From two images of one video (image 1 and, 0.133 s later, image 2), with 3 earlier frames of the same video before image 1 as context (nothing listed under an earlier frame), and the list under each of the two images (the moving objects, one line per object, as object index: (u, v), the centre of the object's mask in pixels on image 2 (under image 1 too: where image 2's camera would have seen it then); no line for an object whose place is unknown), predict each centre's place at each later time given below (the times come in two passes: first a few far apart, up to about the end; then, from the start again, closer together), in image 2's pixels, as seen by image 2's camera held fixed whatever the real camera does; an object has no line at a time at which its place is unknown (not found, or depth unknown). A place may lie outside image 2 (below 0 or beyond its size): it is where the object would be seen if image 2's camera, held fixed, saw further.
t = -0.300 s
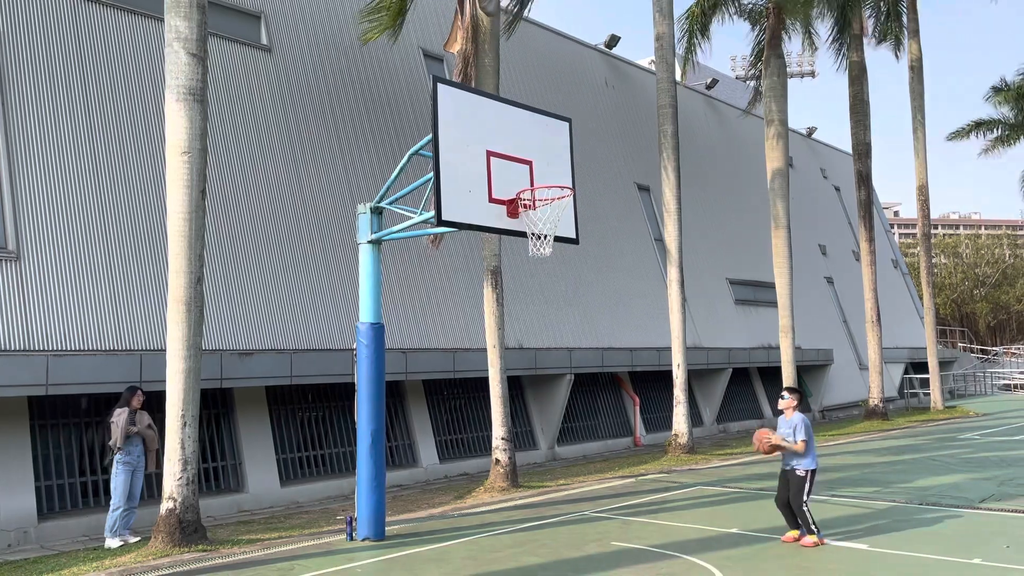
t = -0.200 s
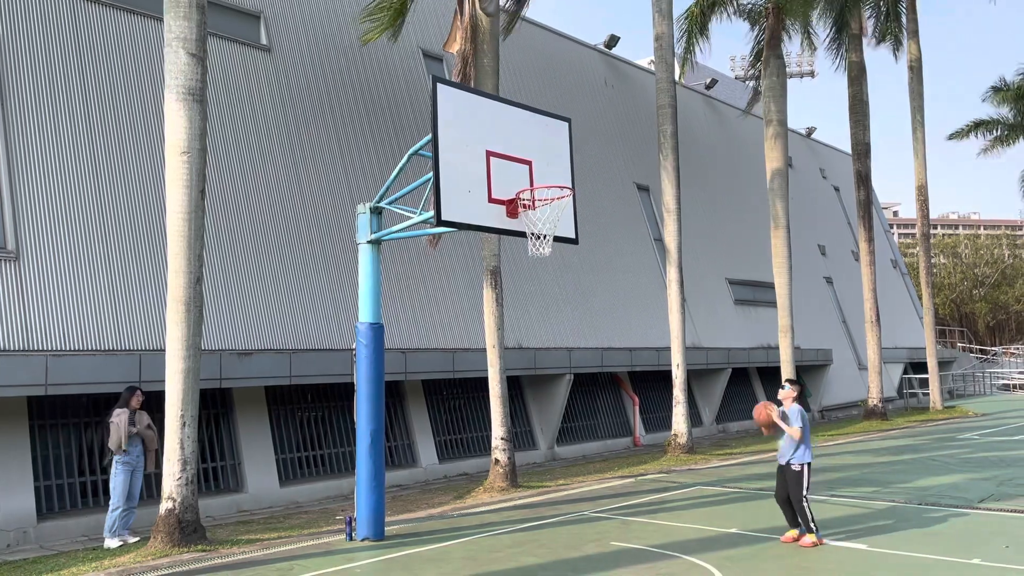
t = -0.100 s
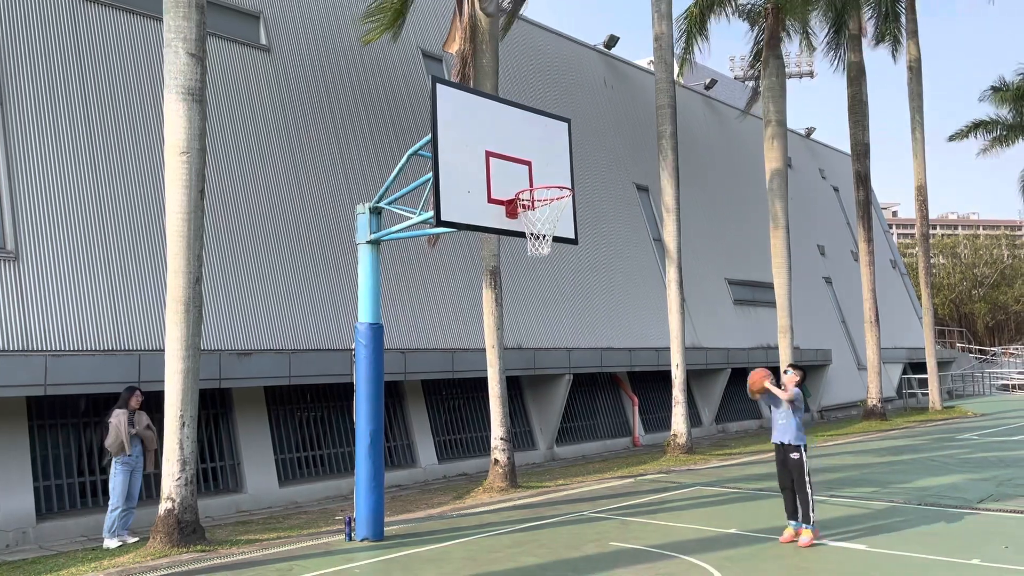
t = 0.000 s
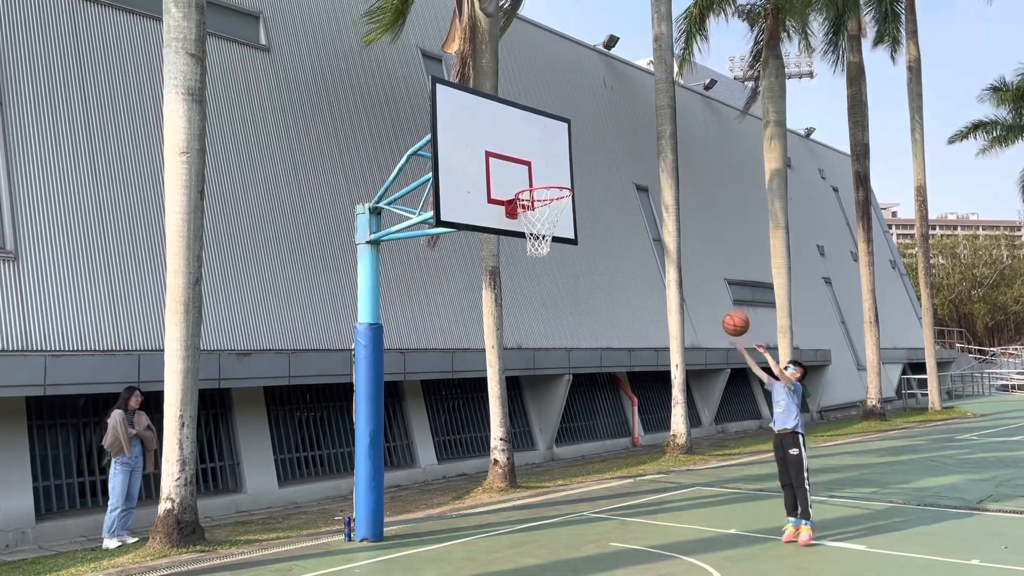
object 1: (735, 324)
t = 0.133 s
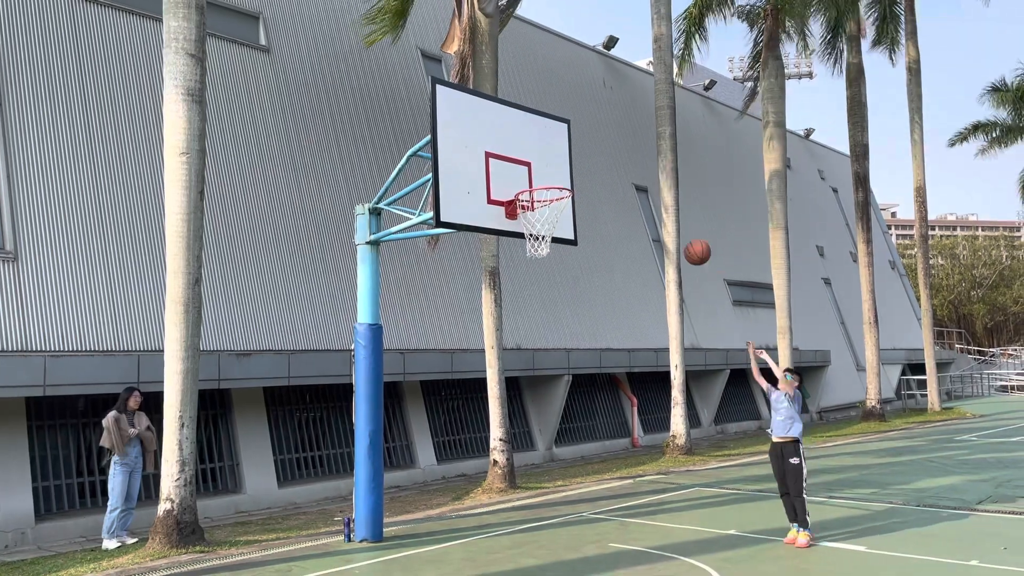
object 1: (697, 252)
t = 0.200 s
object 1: (679, 223)
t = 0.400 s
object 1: (622, 163)
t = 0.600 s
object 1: (566, 144)
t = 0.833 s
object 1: (532, 168)
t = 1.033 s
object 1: (557, 216)
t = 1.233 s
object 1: (577, 234)
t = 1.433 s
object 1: (585, 282)
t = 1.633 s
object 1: (593, 377)
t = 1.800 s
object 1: (602, 490)
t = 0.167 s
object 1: (688, 237)
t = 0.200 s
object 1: (679, 223)
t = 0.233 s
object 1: (669, 210)
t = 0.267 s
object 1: (660, 199)
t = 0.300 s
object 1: (651, 188)
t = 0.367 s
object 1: (632, 170)
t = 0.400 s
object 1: (622, 163)
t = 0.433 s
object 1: (613, 157)
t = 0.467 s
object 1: (604, 152)
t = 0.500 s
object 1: (594, 148)
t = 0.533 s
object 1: (586, 145)
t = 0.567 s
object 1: (576, 144)
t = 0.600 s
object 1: (566, 144)
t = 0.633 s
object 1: (557, 145)
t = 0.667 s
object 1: (547, 147)
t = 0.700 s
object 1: (538, 150)
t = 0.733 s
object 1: (533, 154)
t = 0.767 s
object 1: (533, 157)
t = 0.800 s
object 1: (532, 162)
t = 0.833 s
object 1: (532, 168)
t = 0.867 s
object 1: (532, 175)
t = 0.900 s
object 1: (531, 184)
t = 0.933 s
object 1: (531, 194)
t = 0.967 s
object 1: (540, 201)
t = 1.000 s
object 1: (548, 208)
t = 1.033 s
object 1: (557, 216)
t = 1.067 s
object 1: (563, 221)
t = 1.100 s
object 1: (568, 223)
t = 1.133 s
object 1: (572, 225)
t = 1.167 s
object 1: (574, 231)
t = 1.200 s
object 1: (575, 231)
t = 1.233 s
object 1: (577, 234)
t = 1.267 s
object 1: (578, 238)
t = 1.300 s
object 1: (580, 244)
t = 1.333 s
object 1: (581, 252)
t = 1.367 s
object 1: (582, 261)
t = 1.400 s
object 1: (583, 271)
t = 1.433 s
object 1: (585, 282)
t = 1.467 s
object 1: (586, 295)
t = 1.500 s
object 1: (588, 309)
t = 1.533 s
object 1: (589, 324)
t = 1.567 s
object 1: (591, 340)
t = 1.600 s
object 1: (592, 357)
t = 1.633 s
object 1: (593, 377)
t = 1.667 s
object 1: (595, 396)
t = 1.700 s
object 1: (596, 417)
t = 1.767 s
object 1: (600, 465)
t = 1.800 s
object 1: (602, 490)
